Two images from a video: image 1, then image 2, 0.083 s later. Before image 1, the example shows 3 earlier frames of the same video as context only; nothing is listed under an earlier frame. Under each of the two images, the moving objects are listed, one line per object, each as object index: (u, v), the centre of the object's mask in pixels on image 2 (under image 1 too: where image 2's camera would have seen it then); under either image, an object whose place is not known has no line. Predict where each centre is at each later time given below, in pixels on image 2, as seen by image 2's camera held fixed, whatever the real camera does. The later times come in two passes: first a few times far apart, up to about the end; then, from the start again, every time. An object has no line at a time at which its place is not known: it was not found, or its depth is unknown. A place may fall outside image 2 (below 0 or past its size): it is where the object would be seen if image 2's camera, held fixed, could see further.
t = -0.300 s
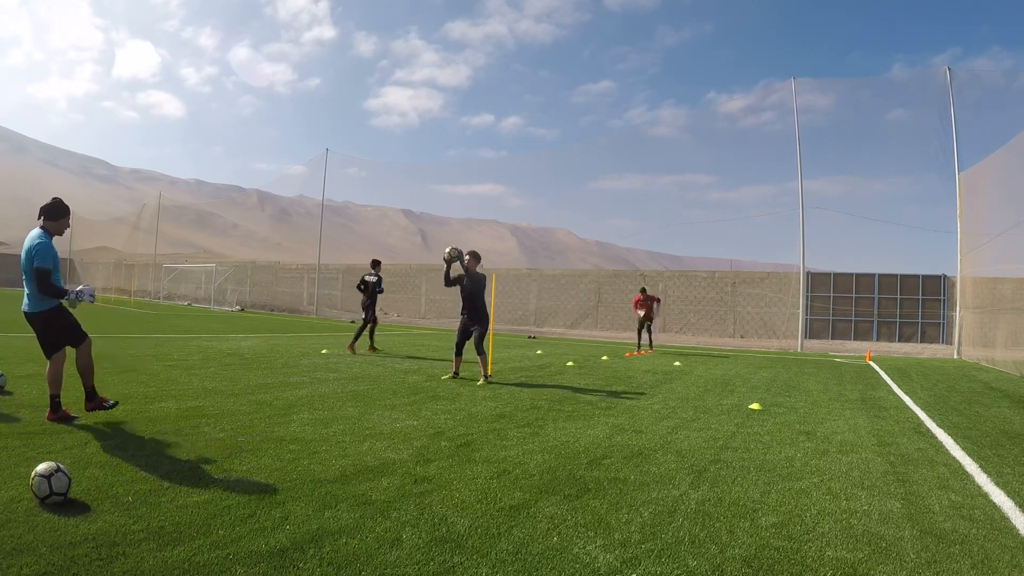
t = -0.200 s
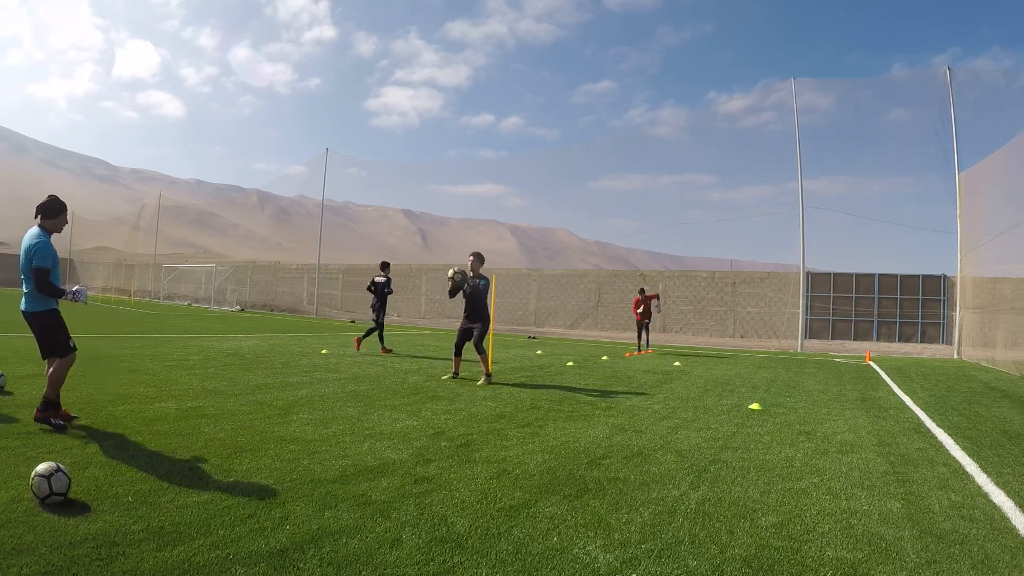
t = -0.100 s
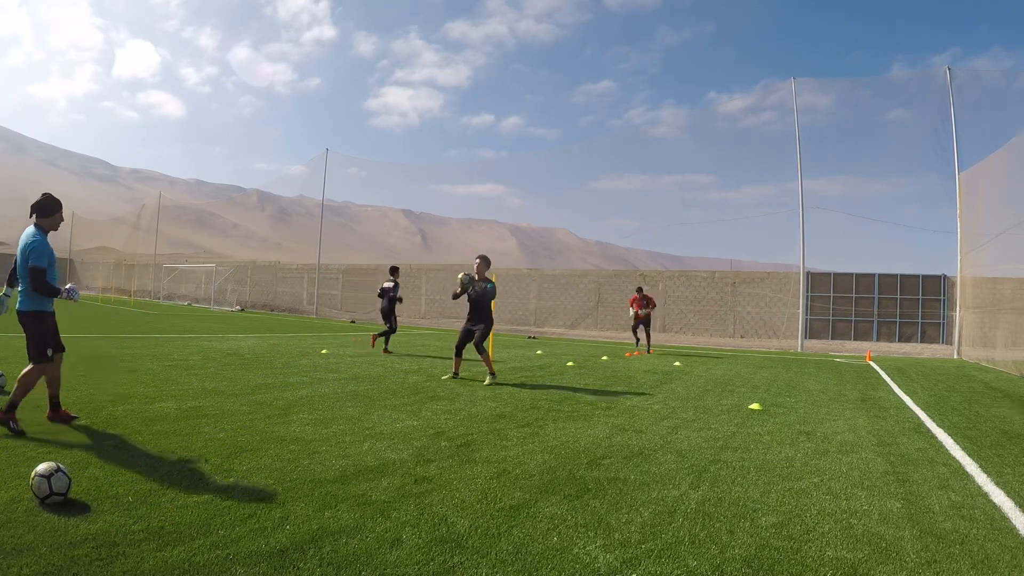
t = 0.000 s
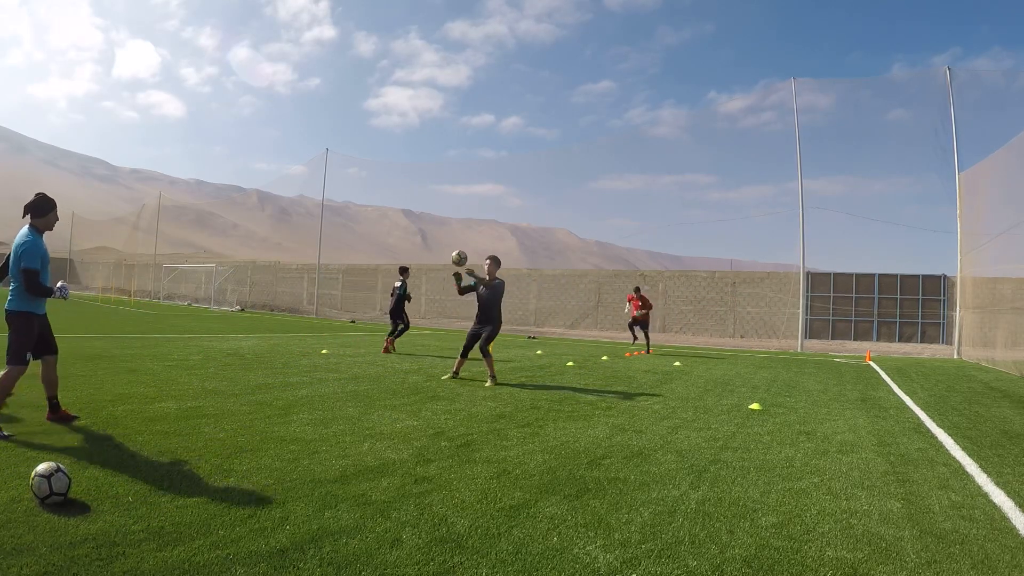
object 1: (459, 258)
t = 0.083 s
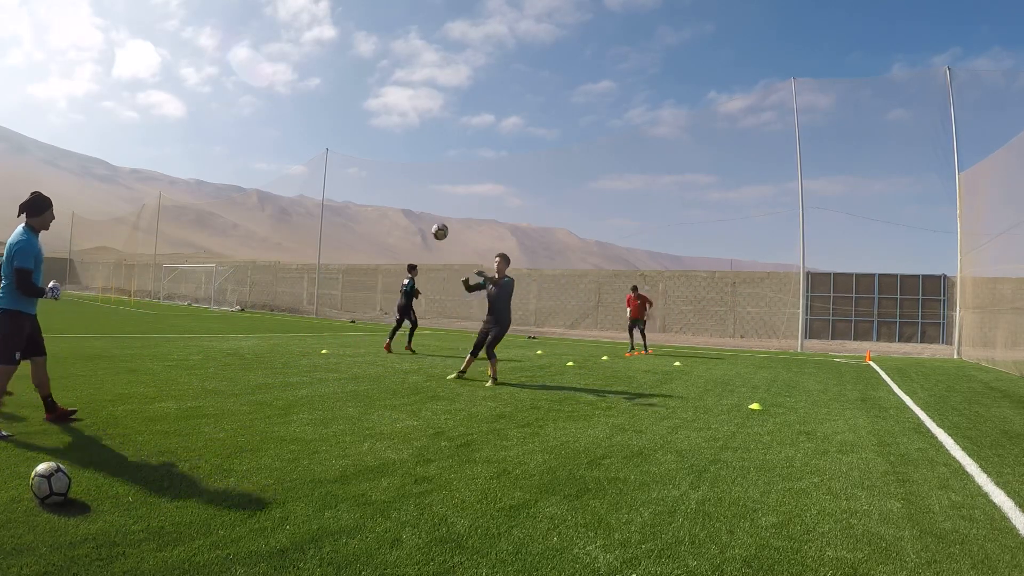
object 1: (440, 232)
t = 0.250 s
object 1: (396, 190)
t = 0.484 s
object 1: (323, 163)
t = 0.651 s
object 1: (258, 173)
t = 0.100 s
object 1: (436, 226)
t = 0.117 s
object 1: (432, 222)
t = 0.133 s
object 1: (427, 217)
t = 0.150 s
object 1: (423, 213)
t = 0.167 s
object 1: (419, 208)
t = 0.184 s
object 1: (415, 204)
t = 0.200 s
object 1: (410, 200)
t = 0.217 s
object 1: (406, 197)
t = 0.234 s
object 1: (401, 193)
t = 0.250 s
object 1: (396, 190)
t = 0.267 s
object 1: (392, 186)
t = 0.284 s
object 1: (387, 183)
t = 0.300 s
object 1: (382, 181)
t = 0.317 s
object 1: (377, 178)
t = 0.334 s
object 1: (372, 175)
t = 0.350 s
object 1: (367, 173)
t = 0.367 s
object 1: (362, 171)
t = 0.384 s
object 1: (356, 169)
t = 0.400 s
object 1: (351, 167)
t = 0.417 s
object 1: (345, 166)
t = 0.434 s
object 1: (340, 165)
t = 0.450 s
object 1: (334, 164)
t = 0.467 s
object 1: (328, 163)
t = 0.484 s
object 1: (323, 163)
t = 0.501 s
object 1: (316, 163)
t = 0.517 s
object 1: (310, 163)
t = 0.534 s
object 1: (304, 163)
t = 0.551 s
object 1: (298, 164)
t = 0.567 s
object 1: (291, 165)
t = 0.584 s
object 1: (285, 166)
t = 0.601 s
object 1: (278, 167)
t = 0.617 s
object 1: (272, 169)
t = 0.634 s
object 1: (265, 171)
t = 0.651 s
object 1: (258, 173)
